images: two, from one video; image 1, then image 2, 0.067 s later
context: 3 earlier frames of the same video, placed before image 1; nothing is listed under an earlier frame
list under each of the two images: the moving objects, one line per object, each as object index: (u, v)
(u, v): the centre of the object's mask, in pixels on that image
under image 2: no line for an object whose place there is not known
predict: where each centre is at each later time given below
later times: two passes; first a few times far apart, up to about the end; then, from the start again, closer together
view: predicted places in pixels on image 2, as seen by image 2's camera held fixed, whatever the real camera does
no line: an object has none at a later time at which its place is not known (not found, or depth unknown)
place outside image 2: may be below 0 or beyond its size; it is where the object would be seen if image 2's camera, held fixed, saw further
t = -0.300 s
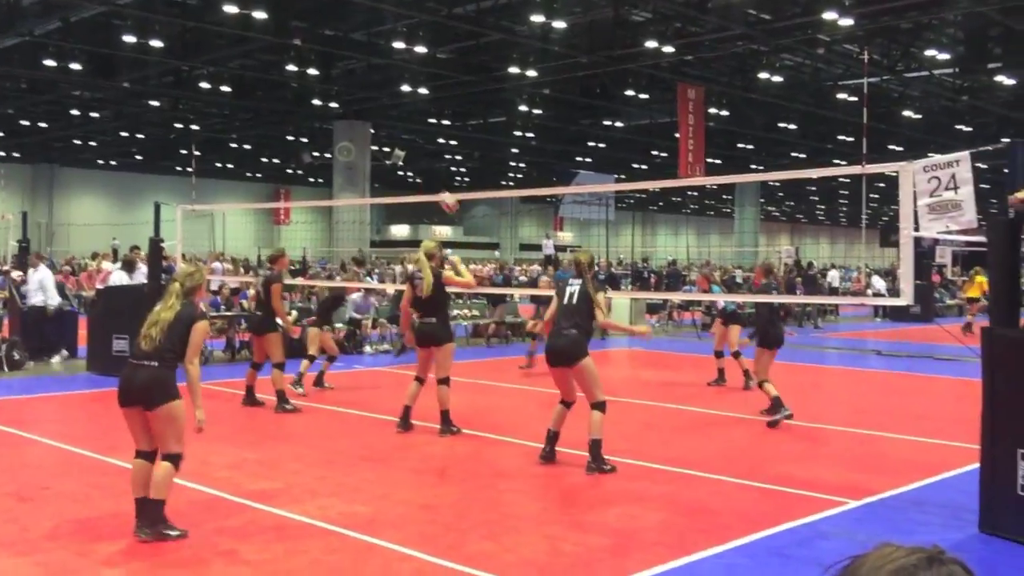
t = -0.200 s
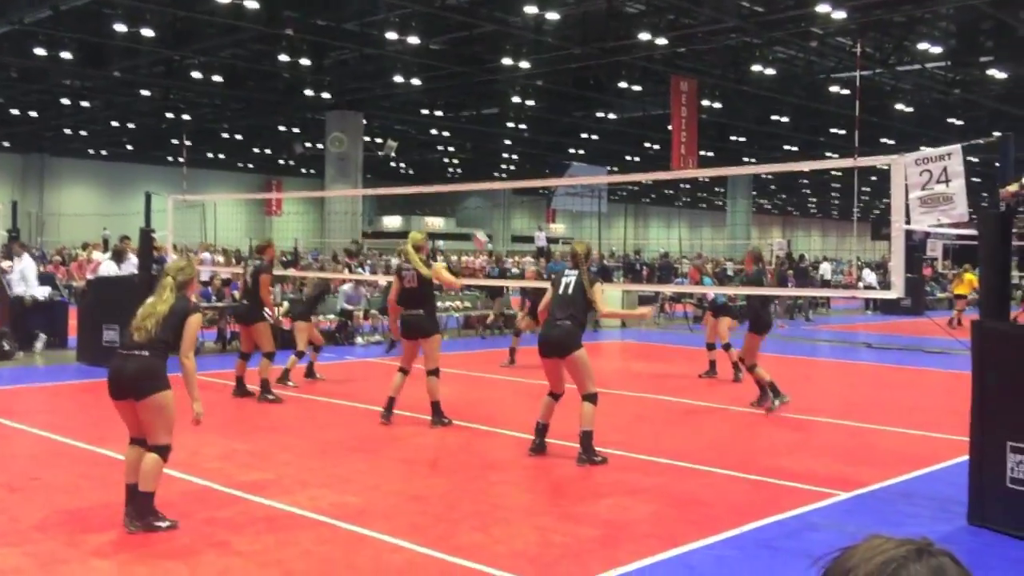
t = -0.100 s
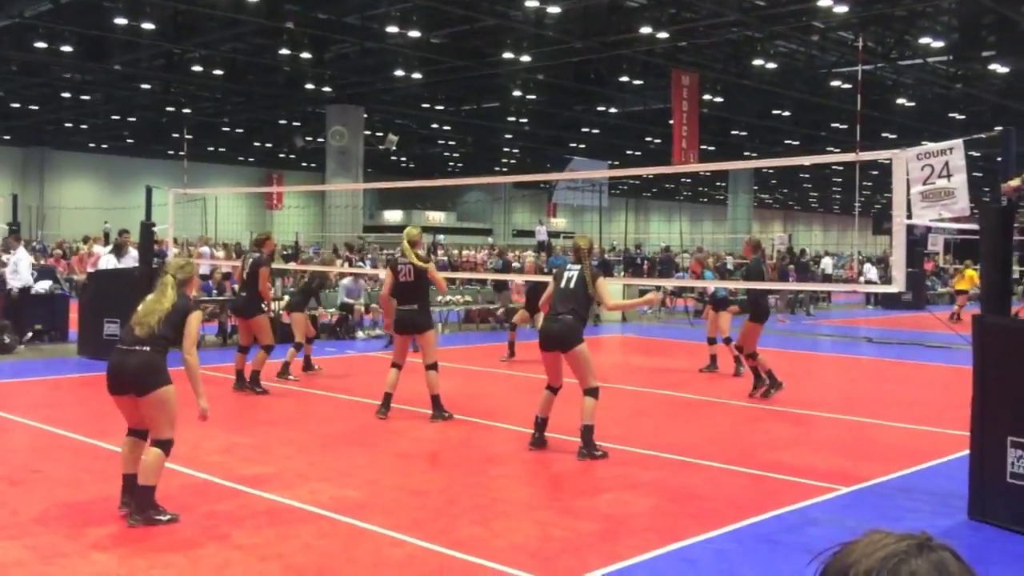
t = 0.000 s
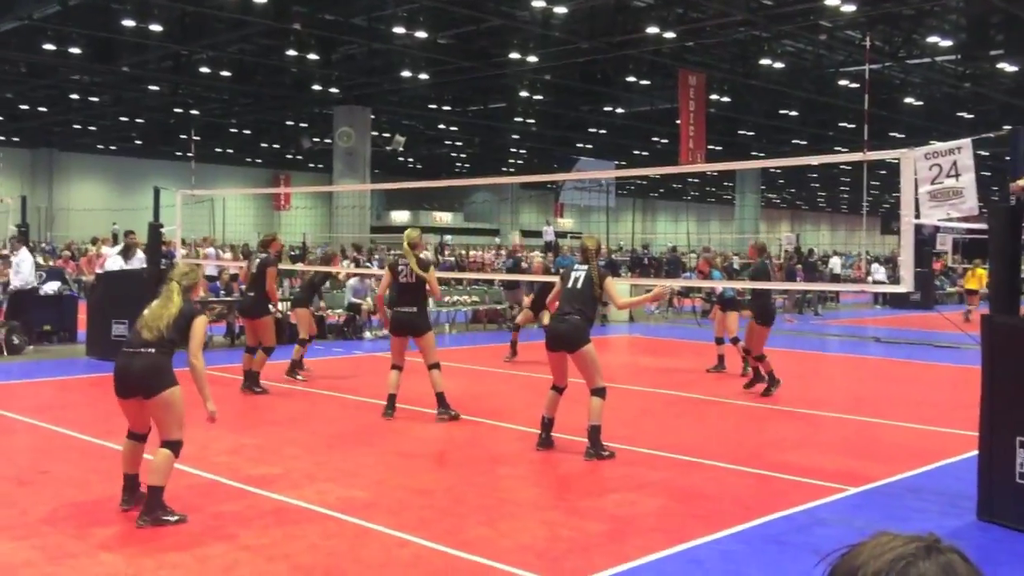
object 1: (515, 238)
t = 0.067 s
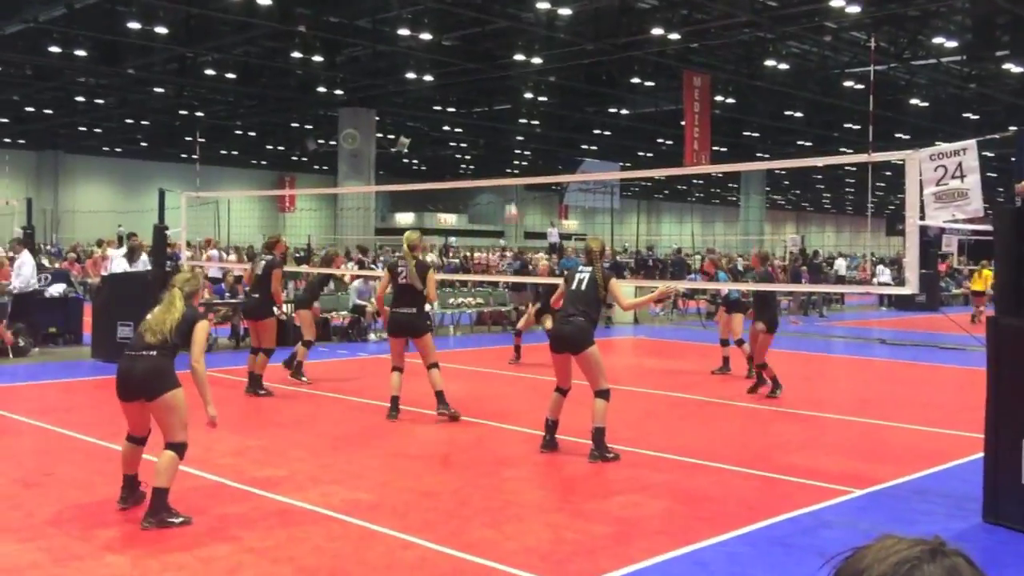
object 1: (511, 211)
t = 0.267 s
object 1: (488, 139)
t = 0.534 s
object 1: (454, 84)
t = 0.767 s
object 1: (423, 79)
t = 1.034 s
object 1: (384, 119)
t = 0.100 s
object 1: (507, 197)
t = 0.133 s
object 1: (504, 187)
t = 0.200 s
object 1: (496, 161)
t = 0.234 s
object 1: (492, 149)
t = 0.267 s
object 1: (488, 139)
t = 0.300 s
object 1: (483, 130)
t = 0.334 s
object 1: (480, 121)
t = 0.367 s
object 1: (475, 113)
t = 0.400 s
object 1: (471, 107)
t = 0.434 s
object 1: (468, 100)
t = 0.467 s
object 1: (463, 95)
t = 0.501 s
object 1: (459, 89)
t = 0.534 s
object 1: (454, 84)
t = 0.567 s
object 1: (450, 81)
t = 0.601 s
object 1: (445, 79)
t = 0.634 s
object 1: (442, 77)
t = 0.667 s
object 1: (437, 76)
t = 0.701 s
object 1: (432, 76)
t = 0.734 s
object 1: (428, 77)
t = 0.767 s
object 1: (423, 79)
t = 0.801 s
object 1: (418, 83)
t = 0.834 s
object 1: (413, 84)
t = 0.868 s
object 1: (409, 89)
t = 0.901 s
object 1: (404, 94)
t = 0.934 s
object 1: (399, 100)
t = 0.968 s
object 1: (394, 105)
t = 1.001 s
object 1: (390, 112)
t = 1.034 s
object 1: (384, 119)
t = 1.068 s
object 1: (380, 128)
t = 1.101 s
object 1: (375, 139)
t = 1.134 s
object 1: (369, 149)
